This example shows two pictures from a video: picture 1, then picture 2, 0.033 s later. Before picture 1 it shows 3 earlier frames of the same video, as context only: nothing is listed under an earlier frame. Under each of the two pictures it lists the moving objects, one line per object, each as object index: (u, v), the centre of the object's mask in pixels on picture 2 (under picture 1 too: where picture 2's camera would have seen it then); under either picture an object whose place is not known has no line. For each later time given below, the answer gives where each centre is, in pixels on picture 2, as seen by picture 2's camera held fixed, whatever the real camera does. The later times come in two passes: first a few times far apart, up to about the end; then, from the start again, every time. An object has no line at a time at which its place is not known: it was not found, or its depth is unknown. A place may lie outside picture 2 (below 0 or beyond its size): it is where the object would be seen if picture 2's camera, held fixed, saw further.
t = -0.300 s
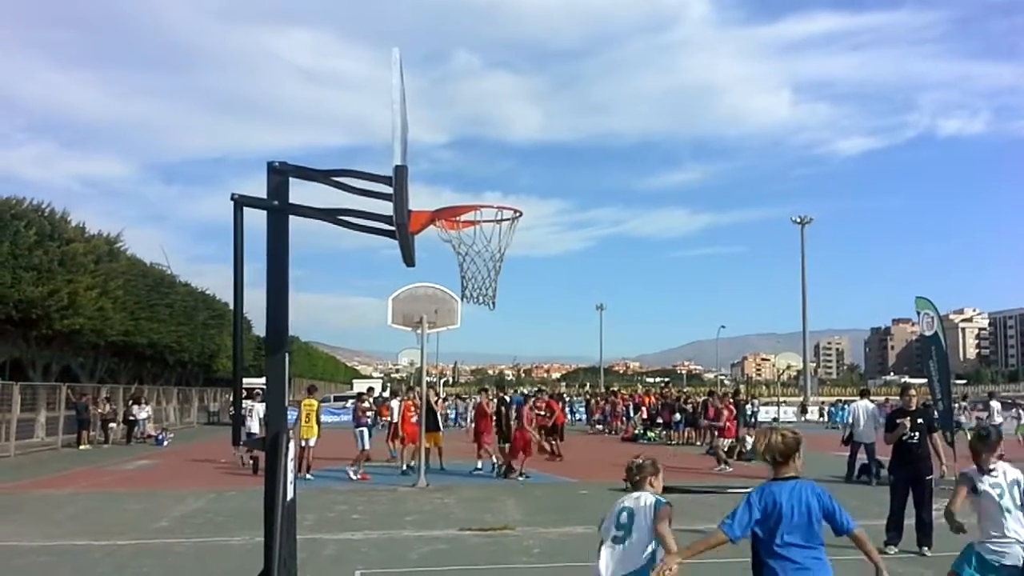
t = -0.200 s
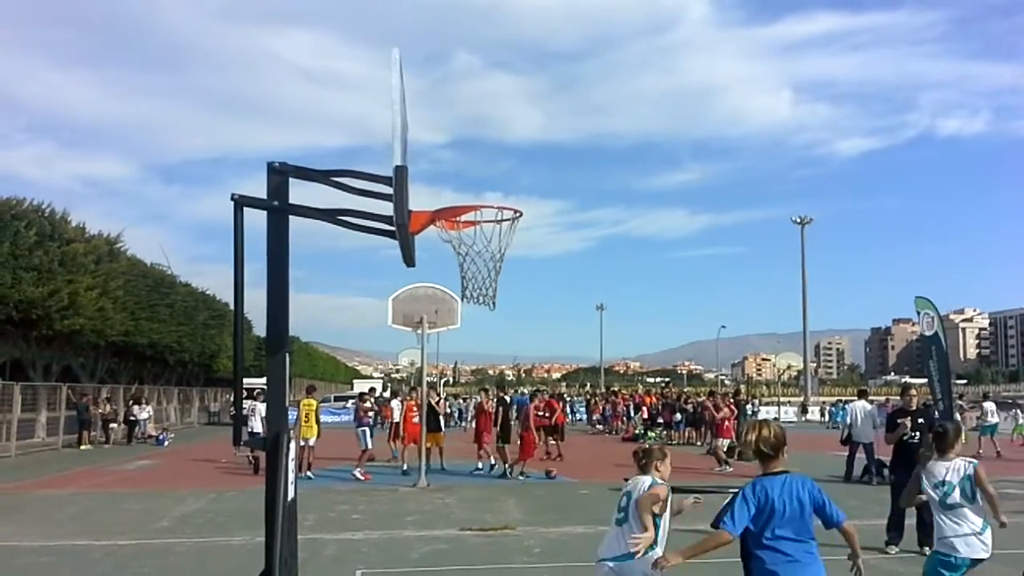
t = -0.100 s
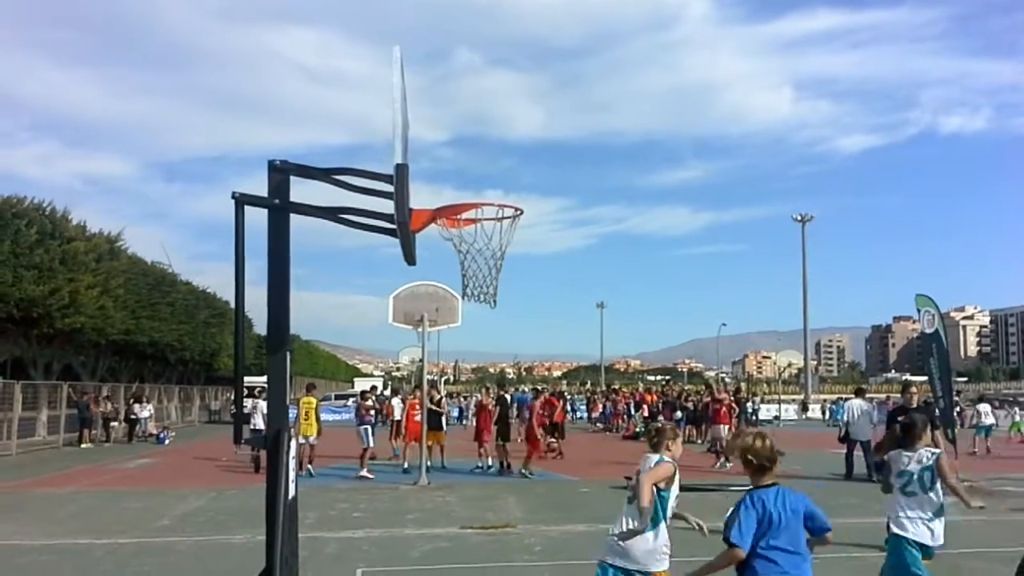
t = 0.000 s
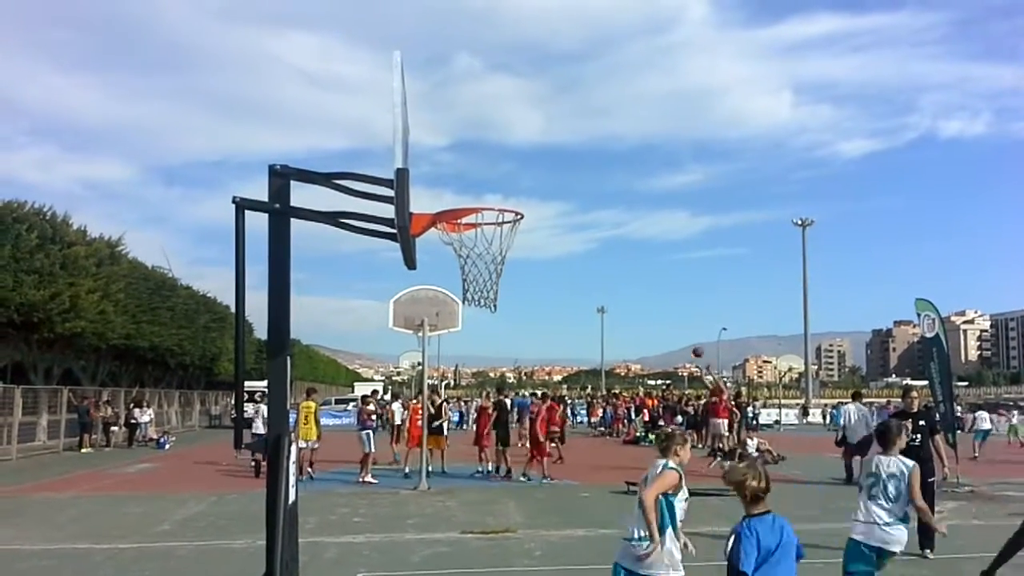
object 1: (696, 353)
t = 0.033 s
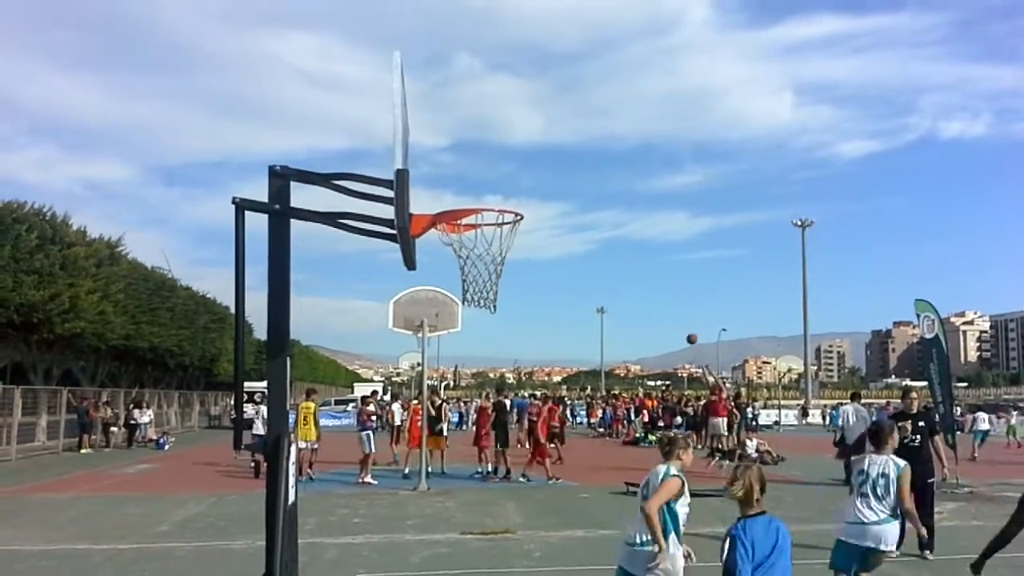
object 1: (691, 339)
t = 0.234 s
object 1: (657, 269)
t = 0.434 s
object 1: (623, 217)
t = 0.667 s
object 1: (585, 181)
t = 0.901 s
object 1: (546, 170)
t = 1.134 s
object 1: (508, 182)
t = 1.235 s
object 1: (492, 195)
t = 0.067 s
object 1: (685, 326)
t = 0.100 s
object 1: (680, 313)
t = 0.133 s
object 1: (674, 301)
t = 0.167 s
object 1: (668, 290)
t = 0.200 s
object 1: (662, 279)
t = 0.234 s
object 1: (657, 269)
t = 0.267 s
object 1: (651, 259)
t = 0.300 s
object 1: (645, 250)
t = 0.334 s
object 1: (639, 241)
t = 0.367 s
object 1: (634, 233)
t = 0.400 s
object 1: (629, 225)
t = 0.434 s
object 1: (623, 217)
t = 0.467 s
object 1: (617, 211)
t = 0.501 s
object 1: (611, 205)
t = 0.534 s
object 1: (606, 199)
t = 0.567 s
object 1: (601, 194)
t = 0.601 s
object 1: (596, 189)
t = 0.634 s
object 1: (590, 185)
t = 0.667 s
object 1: (585, 181)
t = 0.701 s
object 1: (579, 178)
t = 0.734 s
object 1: (574, 176)
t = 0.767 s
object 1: (568, 173)
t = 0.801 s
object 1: (563, 171)
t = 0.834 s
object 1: (558, 170)
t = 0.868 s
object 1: (552, 170)
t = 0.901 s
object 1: (546, 170)
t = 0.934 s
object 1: (541, 170)
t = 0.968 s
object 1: (535, 171)
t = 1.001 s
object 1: (530, 172)
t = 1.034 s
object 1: (525, 174)
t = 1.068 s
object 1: (519, 176)
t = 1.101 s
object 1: (513, 179)
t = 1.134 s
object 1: (508, 182)
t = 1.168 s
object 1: (503, 186)
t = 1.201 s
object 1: (497, 190)
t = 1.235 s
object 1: (492, 195)
